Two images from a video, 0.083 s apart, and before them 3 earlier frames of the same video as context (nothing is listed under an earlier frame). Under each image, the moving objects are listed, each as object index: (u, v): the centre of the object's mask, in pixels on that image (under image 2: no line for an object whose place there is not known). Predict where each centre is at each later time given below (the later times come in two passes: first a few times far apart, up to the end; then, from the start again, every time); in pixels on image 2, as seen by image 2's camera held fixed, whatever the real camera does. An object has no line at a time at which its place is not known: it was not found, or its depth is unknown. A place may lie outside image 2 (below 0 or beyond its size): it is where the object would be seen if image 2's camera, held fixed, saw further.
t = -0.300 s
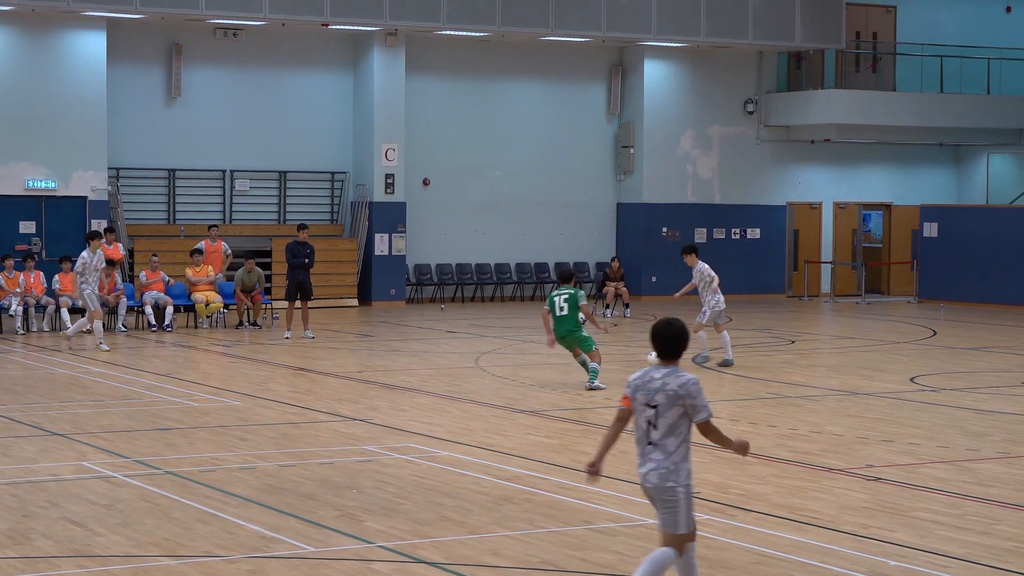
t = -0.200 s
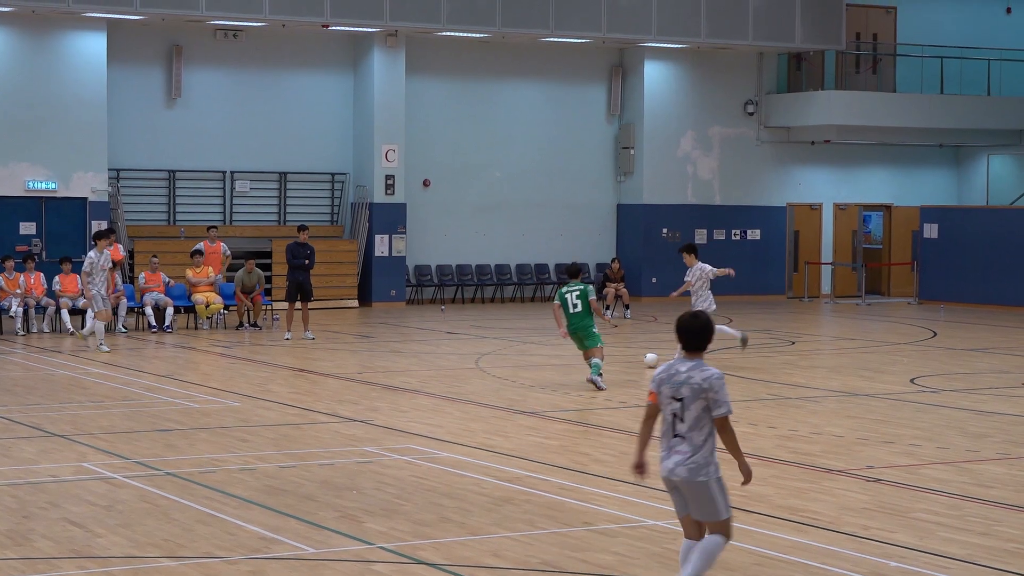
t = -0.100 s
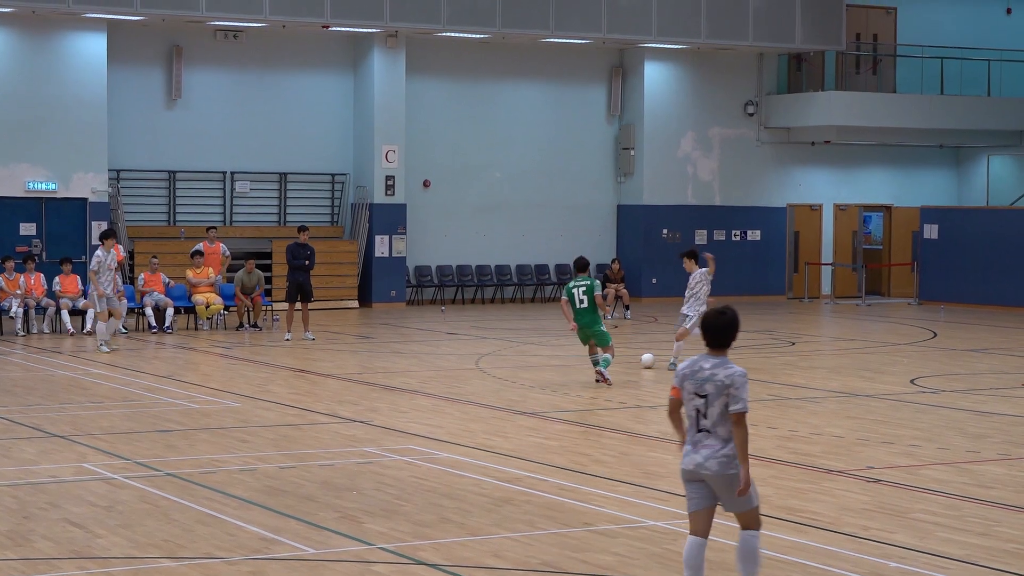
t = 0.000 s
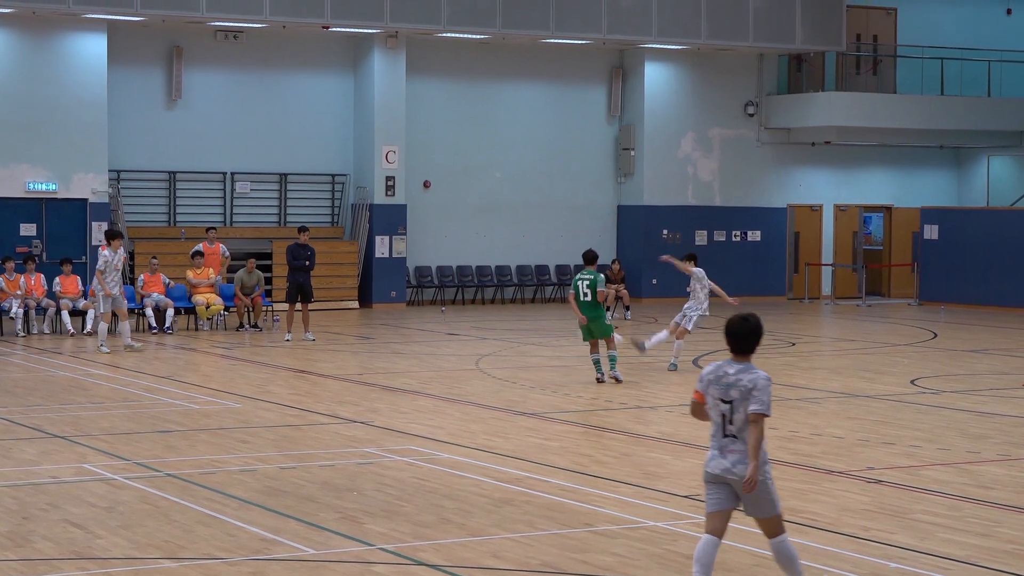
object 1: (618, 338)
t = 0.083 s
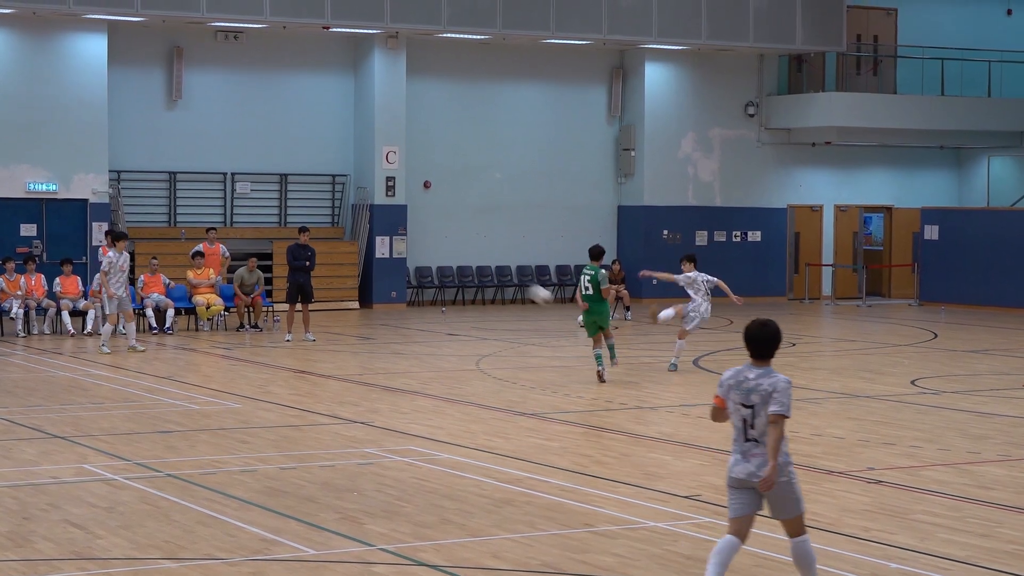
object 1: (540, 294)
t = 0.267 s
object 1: (370, 202)
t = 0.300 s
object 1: (341, 186)
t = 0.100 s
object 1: (525, 286)
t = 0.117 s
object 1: (511, 277)
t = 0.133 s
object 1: (497, 269)
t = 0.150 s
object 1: (481, 259)
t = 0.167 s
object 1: (466, 251)
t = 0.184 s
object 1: (450, 242)
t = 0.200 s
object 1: (435, 234)
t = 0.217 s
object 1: (418, 225)
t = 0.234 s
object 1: (402, 218)
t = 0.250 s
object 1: (387, 210)
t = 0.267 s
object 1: (370, 202)
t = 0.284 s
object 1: (356, 194)
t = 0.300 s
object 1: (341, 186)
